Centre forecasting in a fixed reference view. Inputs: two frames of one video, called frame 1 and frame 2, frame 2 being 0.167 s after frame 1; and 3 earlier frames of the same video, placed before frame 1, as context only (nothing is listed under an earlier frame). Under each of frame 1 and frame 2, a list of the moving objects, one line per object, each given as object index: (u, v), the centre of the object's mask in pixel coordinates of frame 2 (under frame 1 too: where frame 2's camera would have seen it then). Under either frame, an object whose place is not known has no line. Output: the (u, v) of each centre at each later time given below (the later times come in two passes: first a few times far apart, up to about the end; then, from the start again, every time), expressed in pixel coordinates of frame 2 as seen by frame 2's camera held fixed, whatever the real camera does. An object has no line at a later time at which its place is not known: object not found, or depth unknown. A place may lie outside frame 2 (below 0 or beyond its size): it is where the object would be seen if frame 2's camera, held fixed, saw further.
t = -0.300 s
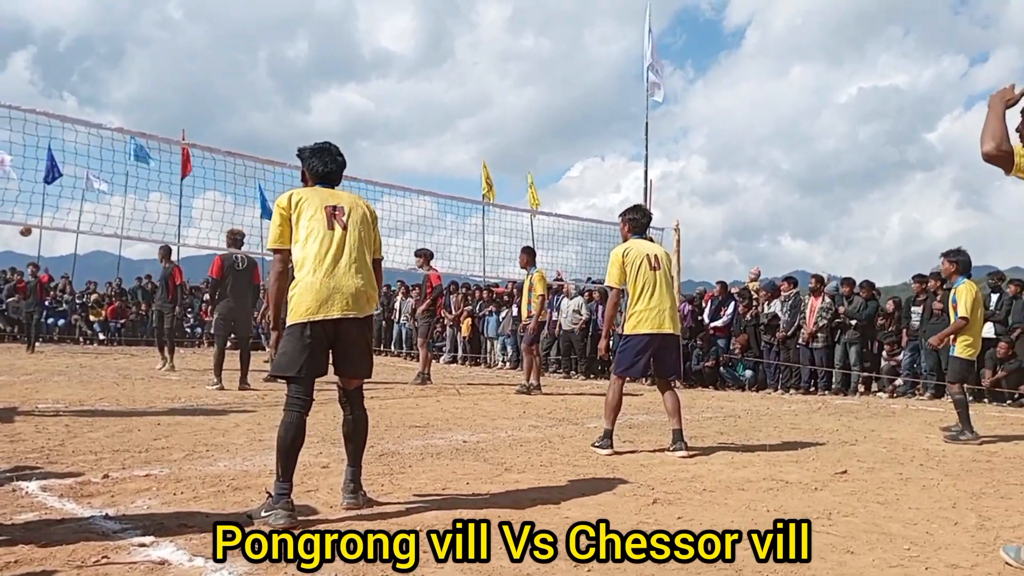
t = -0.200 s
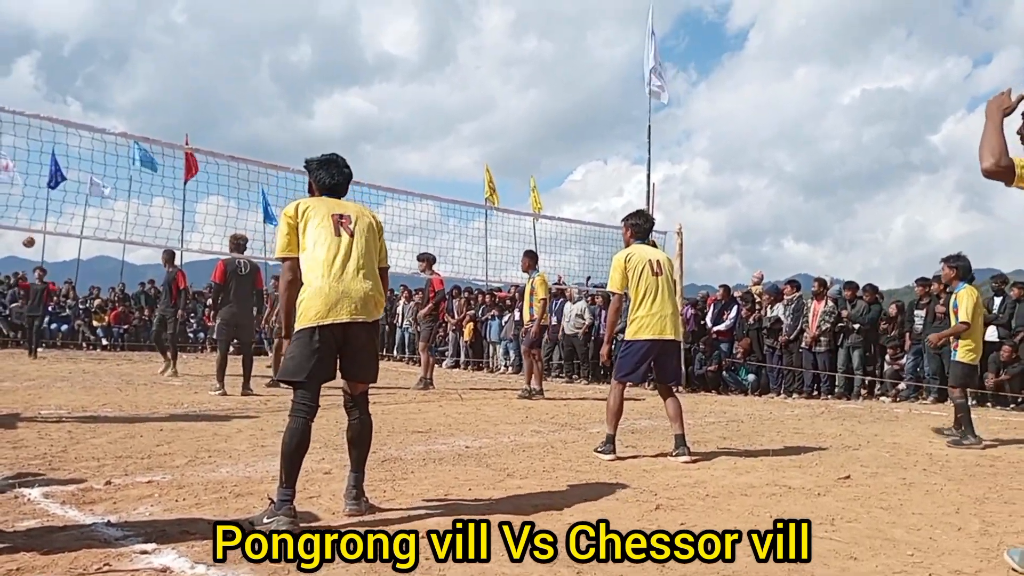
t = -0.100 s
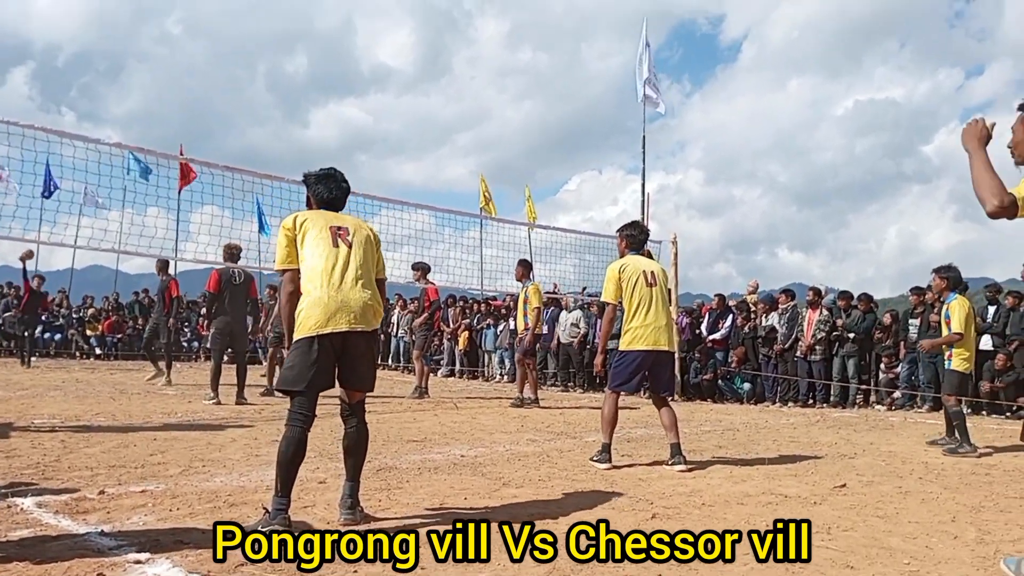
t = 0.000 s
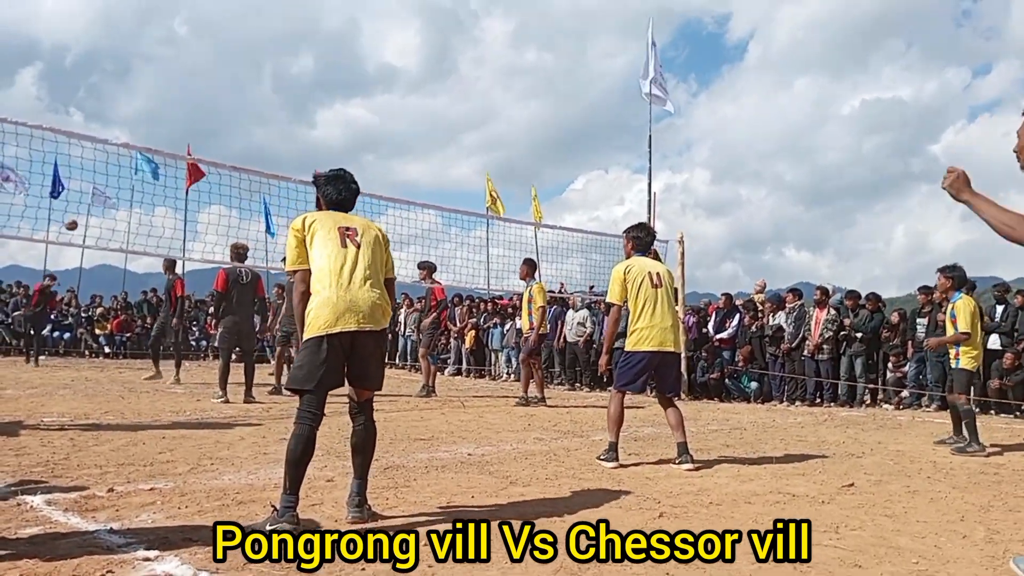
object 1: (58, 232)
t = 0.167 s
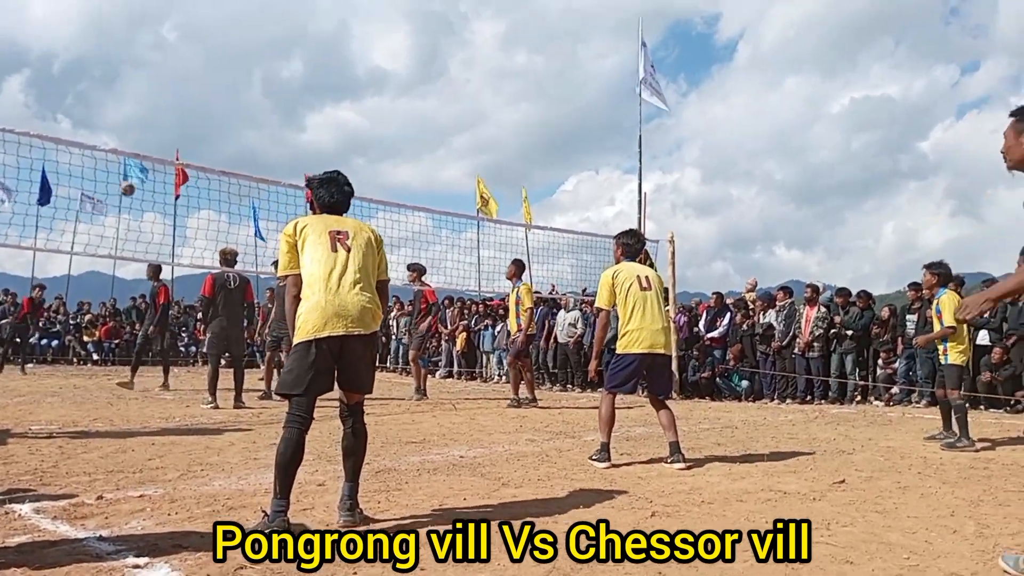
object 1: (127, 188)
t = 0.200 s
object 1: (142, 182)
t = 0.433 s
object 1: (264, 145)
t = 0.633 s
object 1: (399, 147)
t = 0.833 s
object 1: (573, 191)
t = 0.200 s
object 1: (142, 182)
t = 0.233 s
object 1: (156, 174)
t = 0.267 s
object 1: (175, 169)
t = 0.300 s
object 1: (192, 161)
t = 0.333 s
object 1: (208, 158)
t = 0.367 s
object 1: (226, 152)
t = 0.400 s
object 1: (245, 148)
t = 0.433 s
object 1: (264, 145)
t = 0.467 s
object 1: (284, 143)
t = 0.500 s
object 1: (306, 142)
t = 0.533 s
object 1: (326, 141)
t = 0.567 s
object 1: (349, 141)
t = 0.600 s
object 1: (373, 143)
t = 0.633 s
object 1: (399, 147)
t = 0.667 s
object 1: (424, 150)
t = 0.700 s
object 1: (451, 155)
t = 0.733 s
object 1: (480, 162)
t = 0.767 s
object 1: (508, 171)
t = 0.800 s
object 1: (539, 180)
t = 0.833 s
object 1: (573, 191)
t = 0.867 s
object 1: (608, 204)
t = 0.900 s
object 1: (646, 219)
